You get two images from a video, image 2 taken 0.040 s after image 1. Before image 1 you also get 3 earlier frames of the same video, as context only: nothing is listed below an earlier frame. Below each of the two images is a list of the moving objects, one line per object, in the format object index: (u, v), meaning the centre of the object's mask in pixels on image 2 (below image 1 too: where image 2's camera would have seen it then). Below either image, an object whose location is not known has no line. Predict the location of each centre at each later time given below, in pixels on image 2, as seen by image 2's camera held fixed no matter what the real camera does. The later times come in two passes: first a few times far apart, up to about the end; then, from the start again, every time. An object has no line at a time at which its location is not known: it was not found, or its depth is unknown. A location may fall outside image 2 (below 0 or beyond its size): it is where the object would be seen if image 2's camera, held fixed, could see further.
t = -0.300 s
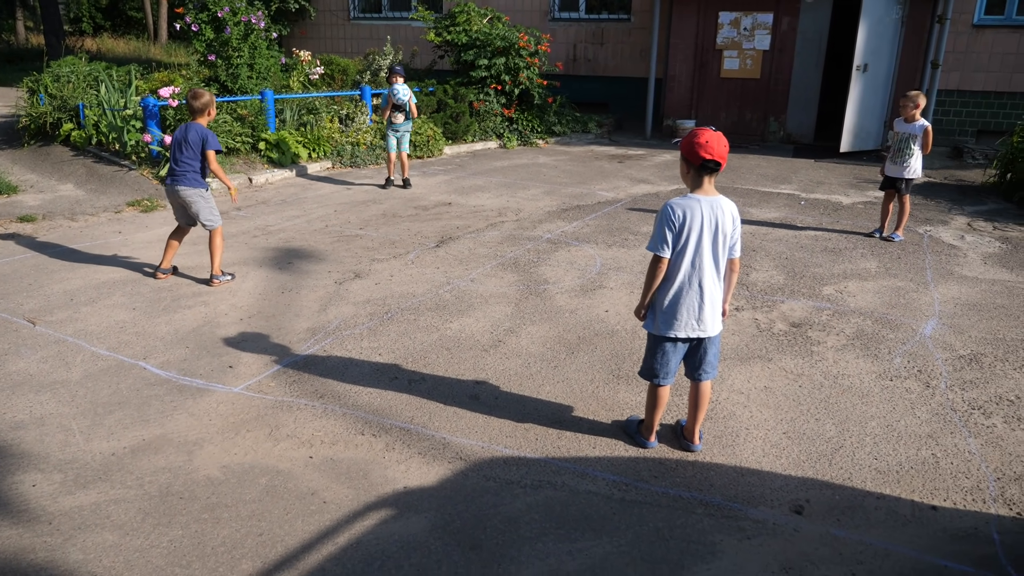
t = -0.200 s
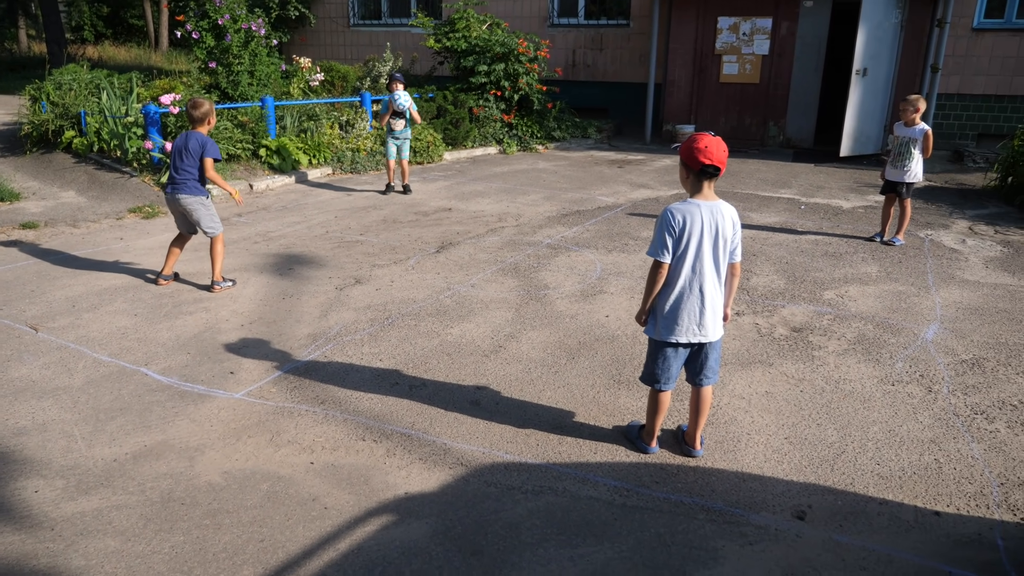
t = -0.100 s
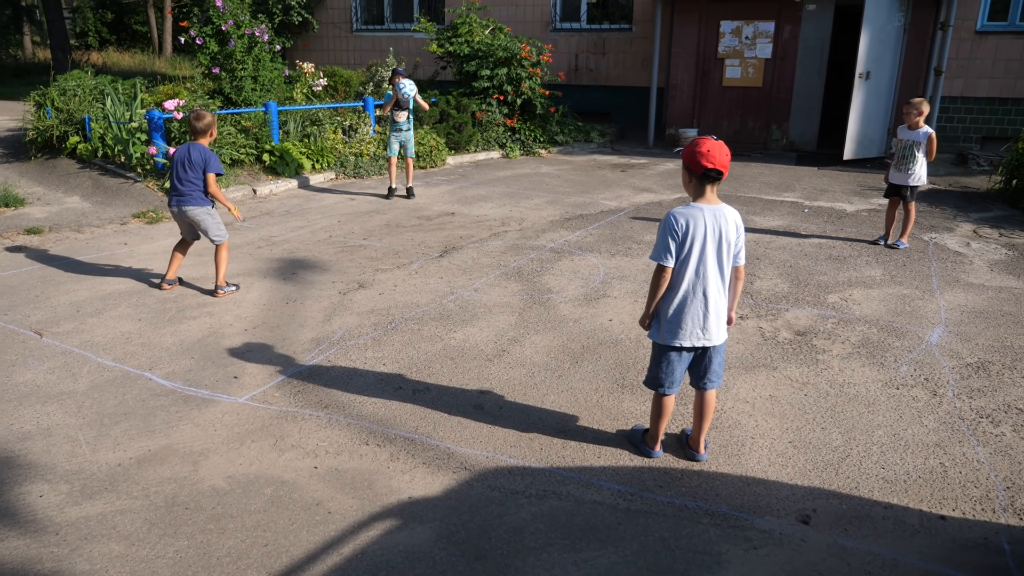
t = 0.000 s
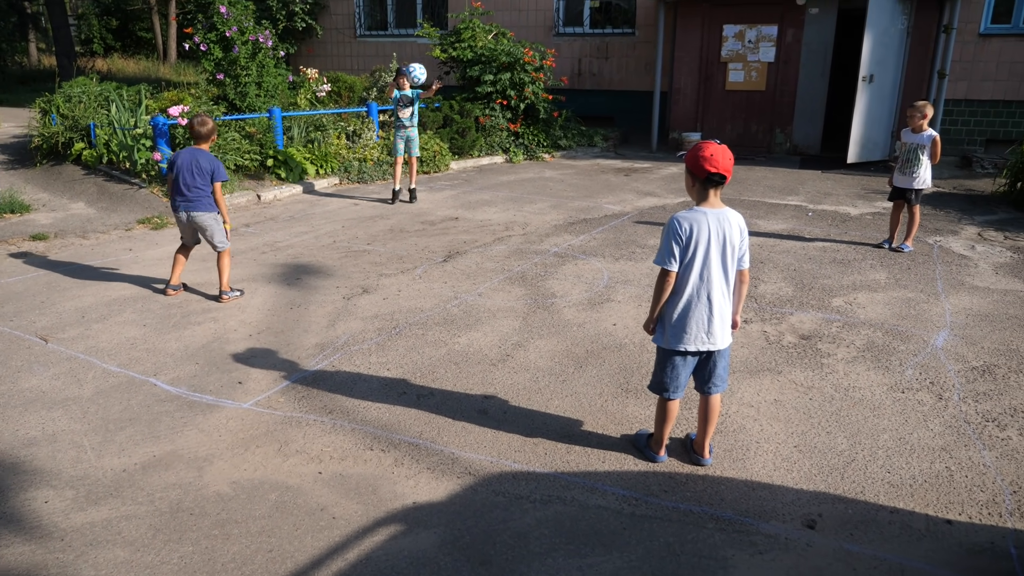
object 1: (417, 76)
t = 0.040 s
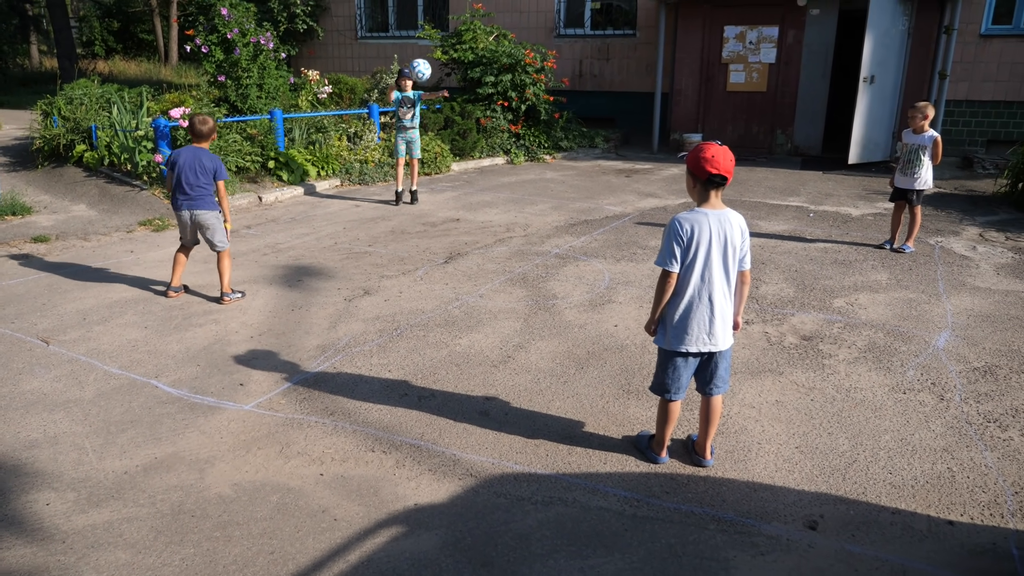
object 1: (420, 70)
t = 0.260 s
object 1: (440, 69)
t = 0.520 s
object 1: (471, 146)
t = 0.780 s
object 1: (496, 223)
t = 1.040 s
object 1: (508, 147)
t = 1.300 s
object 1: (521, 166)
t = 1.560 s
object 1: (535, 300)
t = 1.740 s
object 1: (545, 254)
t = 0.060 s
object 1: (422, 68)
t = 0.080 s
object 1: (423, 66)
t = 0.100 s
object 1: (425, 65)
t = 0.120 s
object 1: (427, 64)
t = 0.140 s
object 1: (428, 63)
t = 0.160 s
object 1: (430, 63)
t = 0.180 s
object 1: (432, 63)
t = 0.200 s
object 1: (434, 64)
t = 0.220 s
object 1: (436, 65)
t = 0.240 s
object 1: (438, 67)
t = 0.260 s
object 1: (440, 69)
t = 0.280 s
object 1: (442, 72)
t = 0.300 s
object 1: (444, 75)
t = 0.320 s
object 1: (447, 78)
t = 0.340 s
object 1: (449, 83)
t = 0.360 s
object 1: (451, 87)
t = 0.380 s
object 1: (454, 93)
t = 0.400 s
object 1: (456, 98)
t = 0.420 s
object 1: (458, 105)
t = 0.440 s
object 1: (461, 112)
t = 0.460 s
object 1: (463, 120)
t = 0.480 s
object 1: (466, 128)
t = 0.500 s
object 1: (468, 137)
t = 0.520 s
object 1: (471, 146)
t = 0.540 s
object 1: (473, 156)
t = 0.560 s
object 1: (475, 166)
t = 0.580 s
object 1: (478, 178)
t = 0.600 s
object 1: (480, 189)
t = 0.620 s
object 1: (483, 202)
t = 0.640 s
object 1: (485, 215)
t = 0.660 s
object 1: (487, 228)
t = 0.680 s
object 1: (490, 242)
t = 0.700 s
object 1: (492, 257)
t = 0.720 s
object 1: (493, 250)
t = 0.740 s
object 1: (494, 240)
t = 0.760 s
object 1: (495, 231)
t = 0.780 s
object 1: (496, 223)
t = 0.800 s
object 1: (497, 214)
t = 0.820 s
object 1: (498, 206)
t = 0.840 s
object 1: (498, 199)
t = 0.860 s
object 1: (499, 191)
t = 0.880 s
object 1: (500, 185)
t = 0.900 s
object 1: (501, 179)
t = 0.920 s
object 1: (502, 172)
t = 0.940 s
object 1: (503, 167)
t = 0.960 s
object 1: (504, 162)
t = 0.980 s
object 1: (505, 157)
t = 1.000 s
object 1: (506, 154)
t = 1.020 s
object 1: (507, 150)
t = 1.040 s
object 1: (508, 147)
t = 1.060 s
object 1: (509, 145)
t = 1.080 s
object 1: (510, 144)
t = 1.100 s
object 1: (511, 143)
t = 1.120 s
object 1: (512, 142)
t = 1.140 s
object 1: (513, 142)
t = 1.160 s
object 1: (514, 143)
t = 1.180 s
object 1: (515, 144)
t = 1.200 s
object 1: (516, 146)
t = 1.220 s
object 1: (517, 149)
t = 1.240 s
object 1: (518, 152)
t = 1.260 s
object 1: (519, 156)
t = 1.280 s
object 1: (520, 161)
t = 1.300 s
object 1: (521, 166)
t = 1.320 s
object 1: (522, 172)
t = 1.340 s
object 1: (523, 179)
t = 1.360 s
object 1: (524, 187)
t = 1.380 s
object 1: (525, 195)
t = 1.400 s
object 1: (526, 204)
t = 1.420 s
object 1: (528, 213)
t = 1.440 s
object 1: (529, 223)
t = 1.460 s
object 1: (530, 235)
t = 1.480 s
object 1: (531, 246)
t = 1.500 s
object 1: (532, 259)
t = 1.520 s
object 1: (533, 272)
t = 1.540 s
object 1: (534, 285)
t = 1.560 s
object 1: (535, 300)
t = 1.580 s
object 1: (536, 312)
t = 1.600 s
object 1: (537, 304)
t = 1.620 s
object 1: (538, 295)
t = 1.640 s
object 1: (539, 287)
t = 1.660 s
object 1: (540, 280)
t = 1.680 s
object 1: (541, 272)
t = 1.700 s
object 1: (542, 266)
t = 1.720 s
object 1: (543, 260)
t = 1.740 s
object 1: (545, 254)
